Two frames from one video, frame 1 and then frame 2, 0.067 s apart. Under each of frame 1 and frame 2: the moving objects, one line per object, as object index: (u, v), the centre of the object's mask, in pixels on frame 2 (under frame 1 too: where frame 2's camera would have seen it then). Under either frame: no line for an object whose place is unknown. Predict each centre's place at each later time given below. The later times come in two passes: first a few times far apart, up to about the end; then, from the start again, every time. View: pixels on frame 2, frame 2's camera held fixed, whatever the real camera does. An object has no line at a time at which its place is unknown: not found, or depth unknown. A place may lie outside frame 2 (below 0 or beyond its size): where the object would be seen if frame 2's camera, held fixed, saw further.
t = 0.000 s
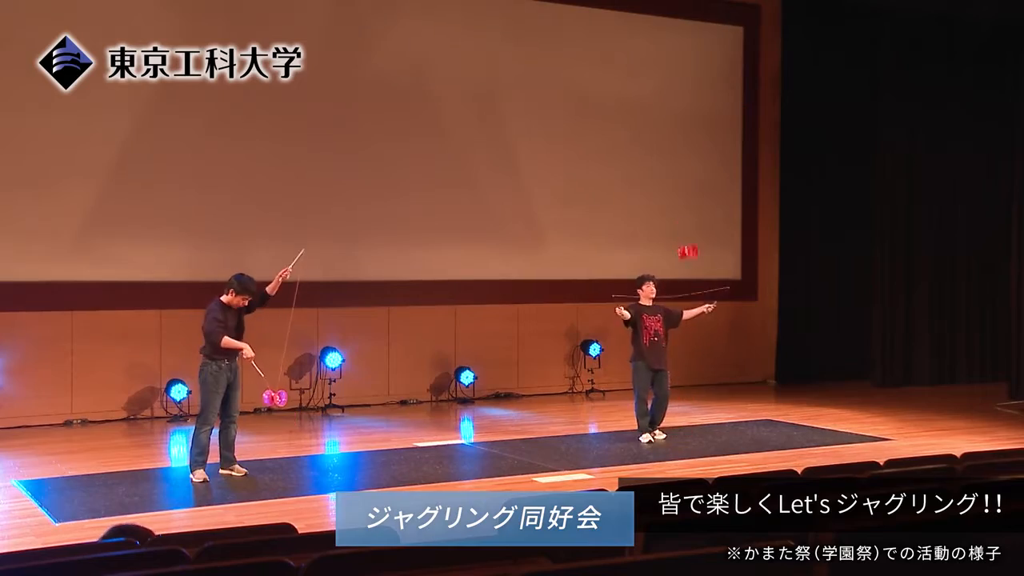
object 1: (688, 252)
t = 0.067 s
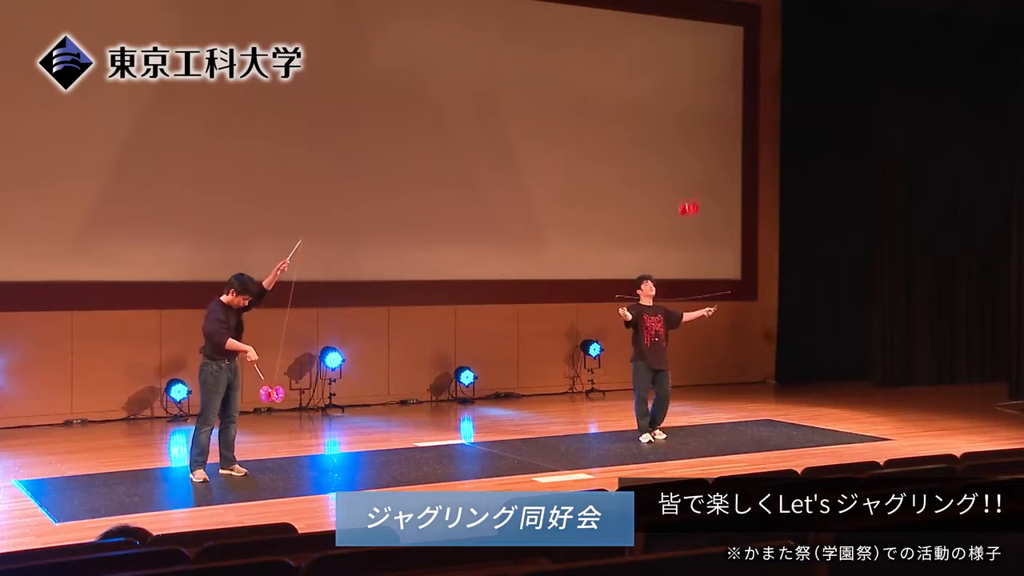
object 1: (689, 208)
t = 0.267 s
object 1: (689, 106)
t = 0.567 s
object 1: (690, 29)
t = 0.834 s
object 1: (689, 40)
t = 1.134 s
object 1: (688, 139)
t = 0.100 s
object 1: (689, 188)
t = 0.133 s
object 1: (689, 169)
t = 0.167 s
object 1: (689, 151)
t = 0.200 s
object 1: (689, 135)
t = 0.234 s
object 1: (689, 119)
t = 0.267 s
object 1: (689, 106)
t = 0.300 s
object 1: (689, 92)
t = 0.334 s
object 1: (689, 80)
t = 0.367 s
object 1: (690, 69)
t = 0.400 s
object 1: (690, 59)
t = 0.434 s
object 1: (690, 52)
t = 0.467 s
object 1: (690, 45)
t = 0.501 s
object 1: (690, 38)
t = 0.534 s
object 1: (689, 33)
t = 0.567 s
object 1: (690, 29)
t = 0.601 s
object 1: (690, 26)
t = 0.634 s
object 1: (690, 25)
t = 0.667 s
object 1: (690, 24)
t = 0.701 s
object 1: (690, 25)
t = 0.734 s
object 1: (689, 27)
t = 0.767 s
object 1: (690, 30)
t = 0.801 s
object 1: (689, 34)
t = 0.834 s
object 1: (689, 40)
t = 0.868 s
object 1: (690, 46)
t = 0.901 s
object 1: (690, 53)
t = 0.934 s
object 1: (690, 62)
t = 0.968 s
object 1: (689, 72)
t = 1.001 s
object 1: (689, 83)
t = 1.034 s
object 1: (688, 96)
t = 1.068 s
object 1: (688, 109)
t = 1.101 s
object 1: (689, 123)
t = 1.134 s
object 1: (688, 139)
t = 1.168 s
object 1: (689, 155)
